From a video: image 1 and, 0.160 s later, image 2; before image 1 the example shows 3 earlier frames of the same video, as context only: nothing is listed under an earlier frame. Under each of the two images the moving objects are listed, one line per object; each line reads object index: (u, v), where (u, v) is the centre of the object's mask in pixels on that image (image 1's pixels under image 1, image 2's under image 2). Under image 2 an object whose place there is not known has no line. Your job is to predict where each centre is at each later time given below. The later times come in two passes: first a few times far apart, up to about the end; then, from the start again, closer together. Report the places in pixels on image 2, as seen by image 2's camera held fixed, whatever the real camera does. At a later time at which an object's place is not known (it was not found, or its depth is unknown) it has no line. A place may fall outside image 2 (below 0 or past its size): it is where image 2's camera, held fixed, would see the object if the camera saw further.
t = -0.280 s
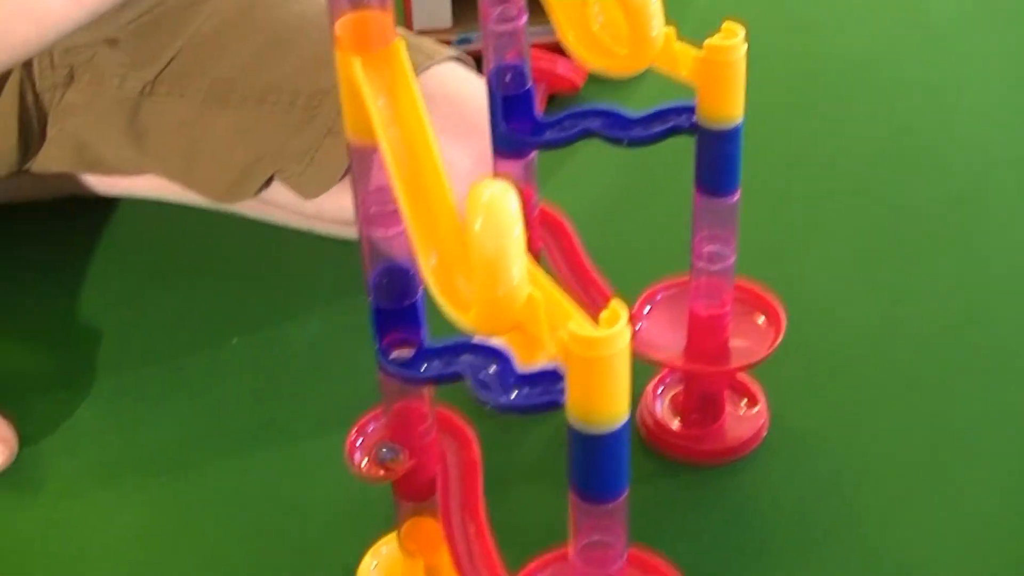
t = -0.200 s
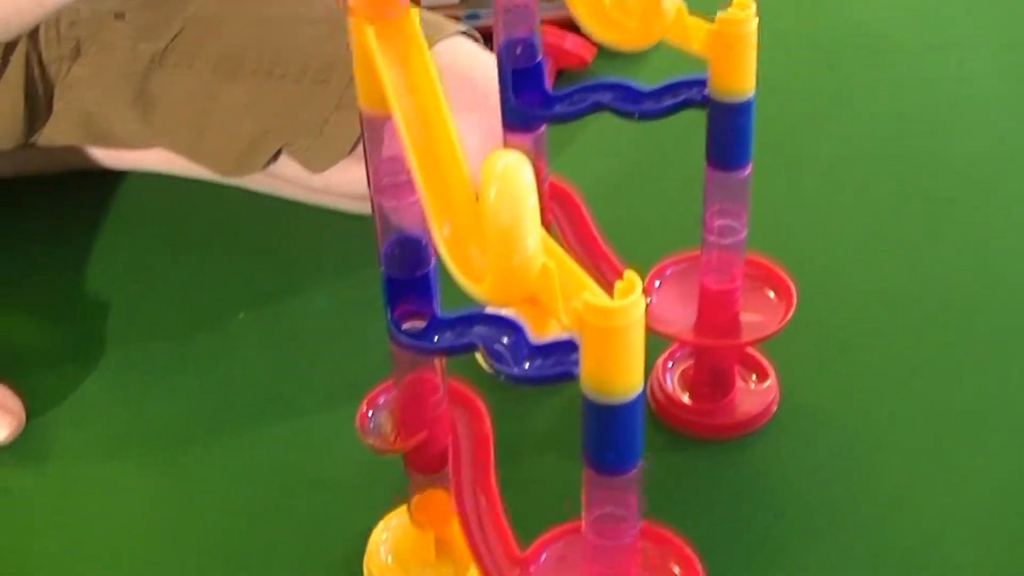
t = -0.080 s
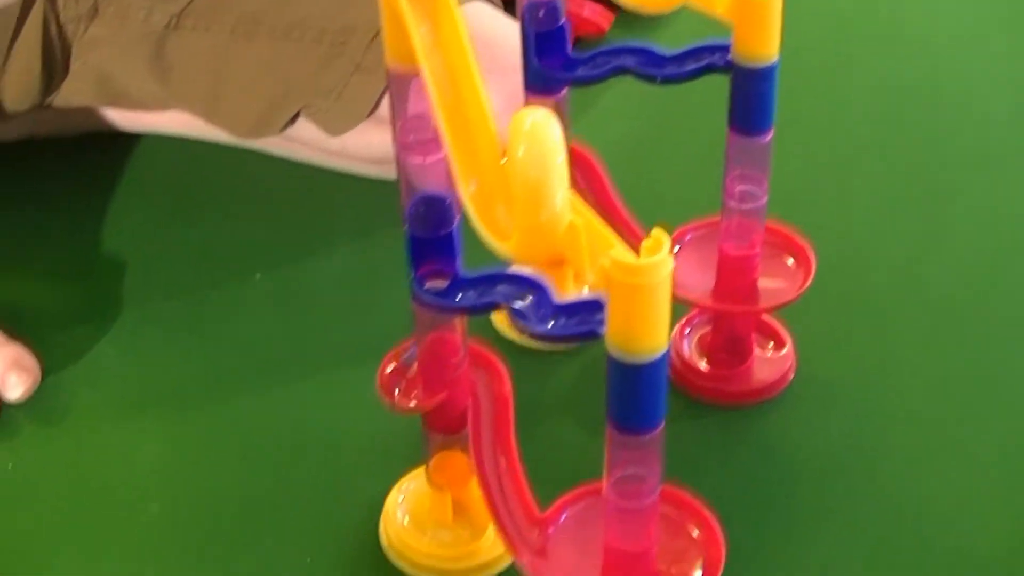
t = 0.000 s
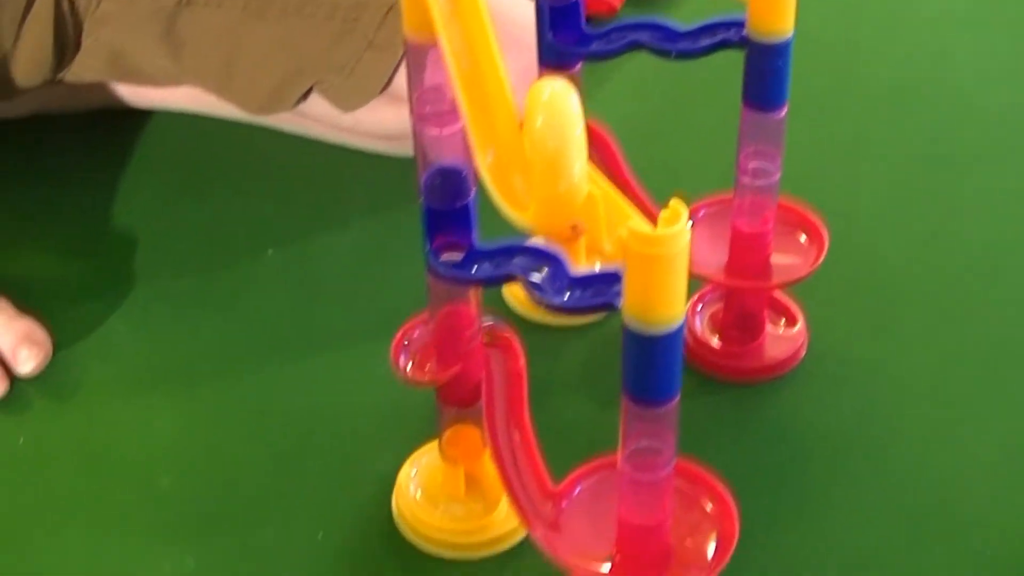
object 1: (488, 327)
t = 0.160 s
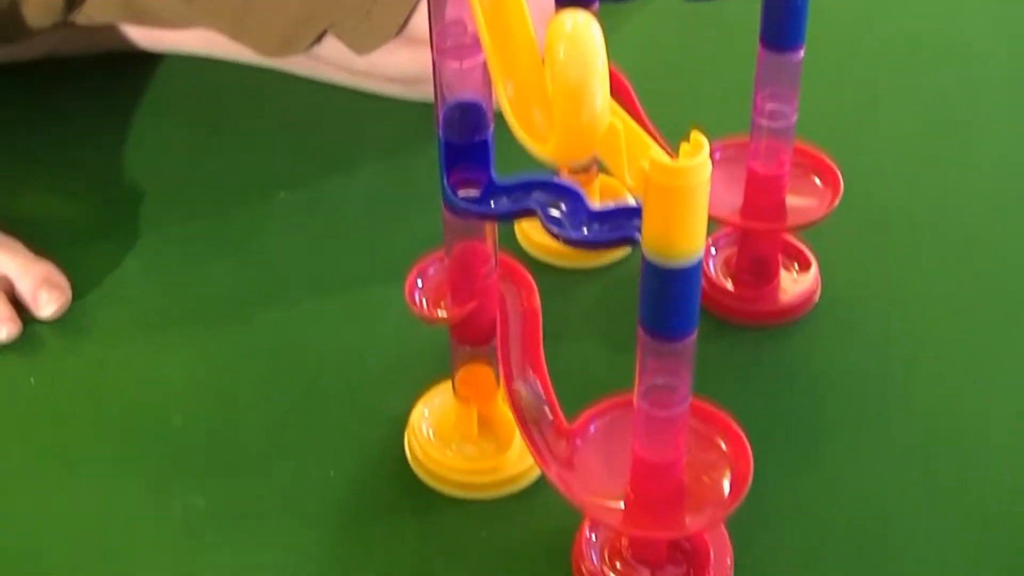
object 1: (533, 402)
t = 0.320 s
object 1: (697, 511)
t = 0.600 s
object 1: (581, 468)
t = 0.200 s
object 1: (553, 450)
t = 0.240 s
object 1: (602, 500)
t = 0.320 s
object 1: (697, 511)
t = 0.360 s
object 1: (719, 491)
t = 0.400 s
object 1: (725, 459)
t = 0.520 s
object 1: (612, 422)
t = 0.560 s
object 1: (592, 438)
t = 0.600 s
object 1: (581, 468)
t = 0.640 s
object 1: (591, 488)
